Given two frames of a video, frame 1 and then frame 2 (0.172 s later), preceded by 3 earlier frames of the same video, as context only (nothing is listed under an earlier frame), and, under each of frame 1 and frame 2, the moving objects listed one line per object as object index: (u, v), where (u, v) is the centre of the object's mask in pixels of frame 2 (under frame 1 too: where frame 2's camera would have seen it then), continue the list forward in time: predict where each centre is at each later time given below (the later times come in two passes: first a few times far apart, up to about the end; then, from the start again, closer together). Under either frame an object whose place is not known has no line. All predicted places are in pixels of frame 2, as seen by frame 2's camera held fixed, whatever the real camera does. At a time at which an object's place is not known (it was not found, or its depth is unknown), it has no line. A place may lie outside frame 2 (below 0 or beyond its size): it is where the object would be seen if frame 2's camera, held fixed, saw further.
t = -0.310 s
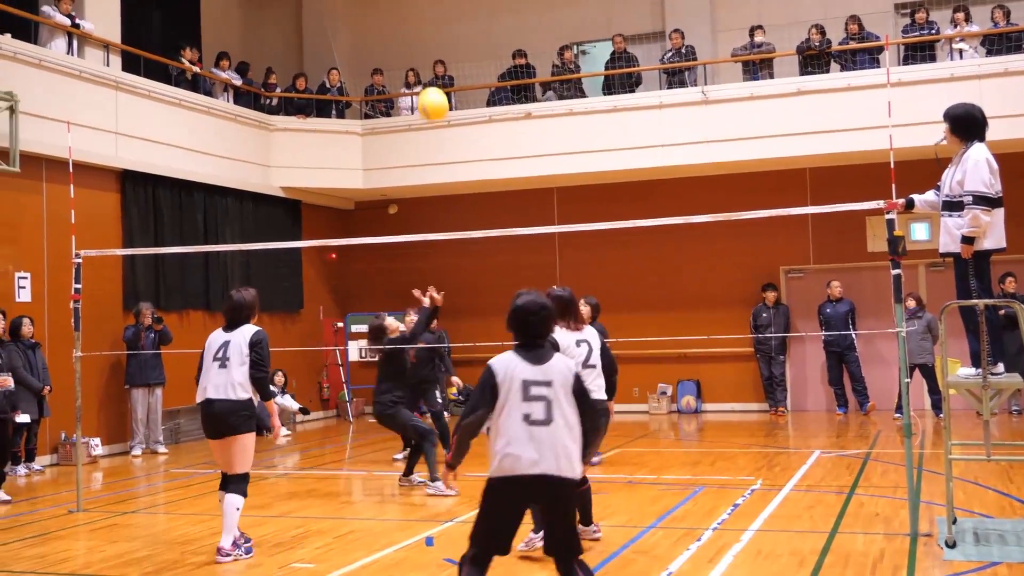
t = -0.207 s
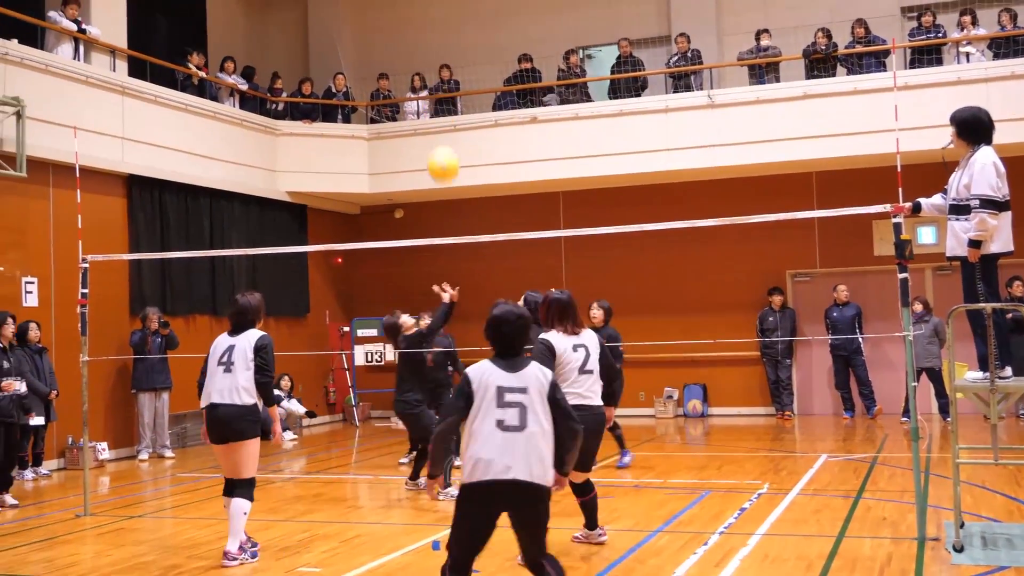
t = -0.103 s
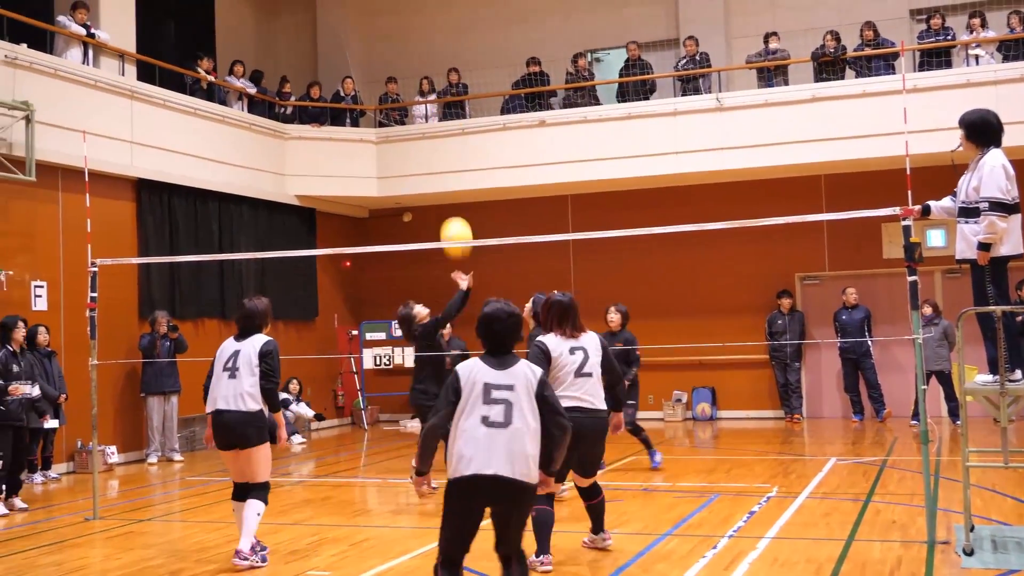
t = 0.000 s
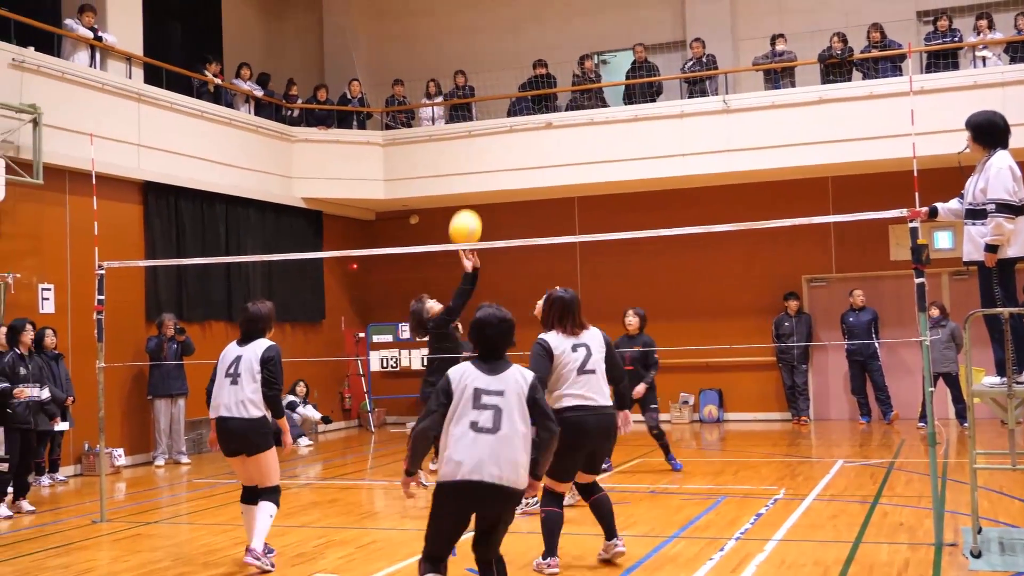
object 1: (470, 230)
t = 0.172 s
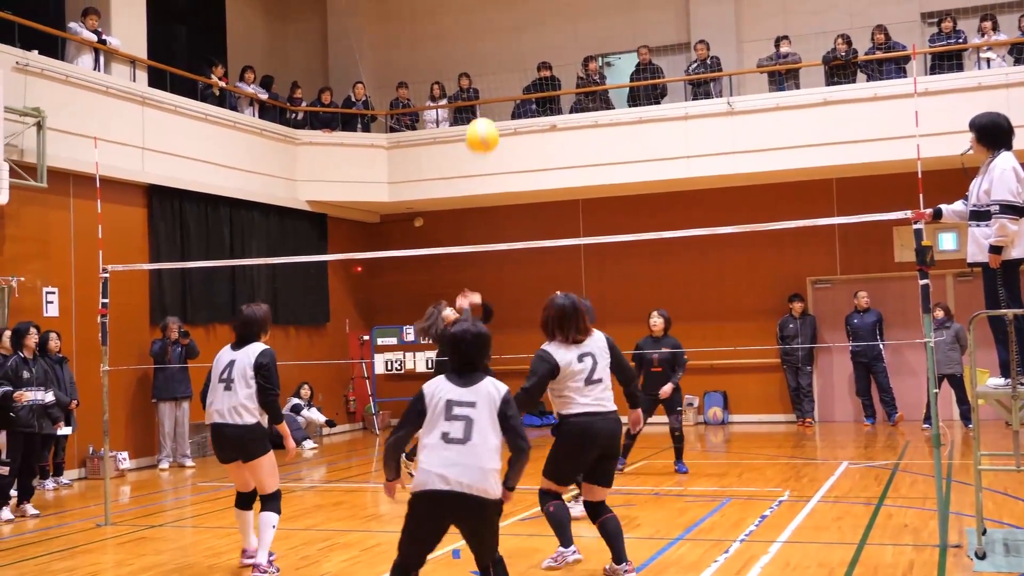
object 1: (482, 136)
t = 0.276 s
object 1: (490, 94)
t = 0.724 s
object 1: (540, 60)
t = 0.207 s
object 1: (485, 121)
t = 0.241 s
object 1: (487, 106)
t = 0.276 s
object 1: (490, 94)
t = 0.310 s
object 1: (493, 83)
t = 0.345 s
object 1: (495, 72)
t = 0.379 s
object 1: (499, 63)
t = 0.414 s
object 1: (502, 56)
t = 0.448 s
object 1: (505, 50)
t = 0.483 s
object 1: (509, 45)
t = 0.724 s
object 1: (540, 60)
